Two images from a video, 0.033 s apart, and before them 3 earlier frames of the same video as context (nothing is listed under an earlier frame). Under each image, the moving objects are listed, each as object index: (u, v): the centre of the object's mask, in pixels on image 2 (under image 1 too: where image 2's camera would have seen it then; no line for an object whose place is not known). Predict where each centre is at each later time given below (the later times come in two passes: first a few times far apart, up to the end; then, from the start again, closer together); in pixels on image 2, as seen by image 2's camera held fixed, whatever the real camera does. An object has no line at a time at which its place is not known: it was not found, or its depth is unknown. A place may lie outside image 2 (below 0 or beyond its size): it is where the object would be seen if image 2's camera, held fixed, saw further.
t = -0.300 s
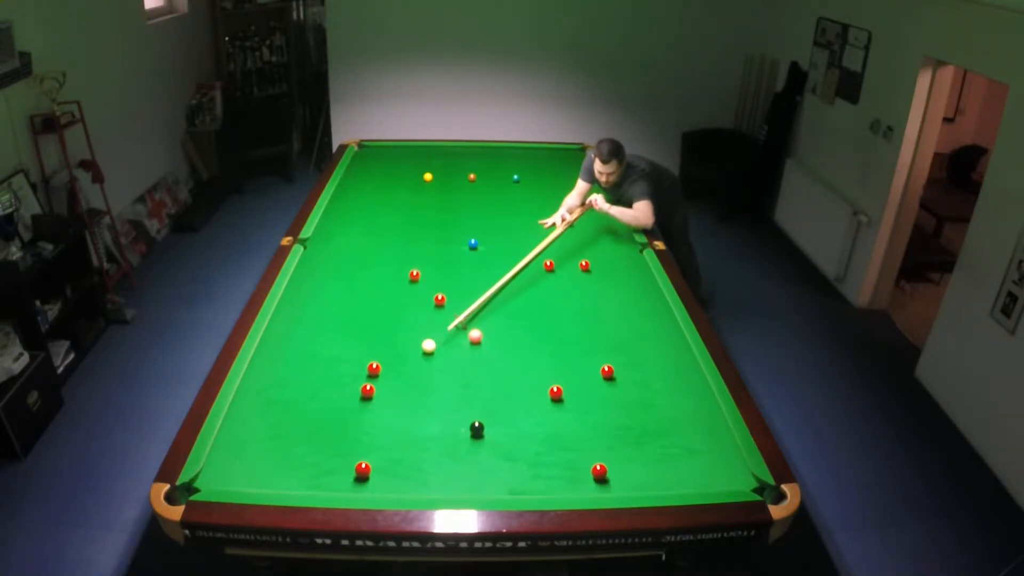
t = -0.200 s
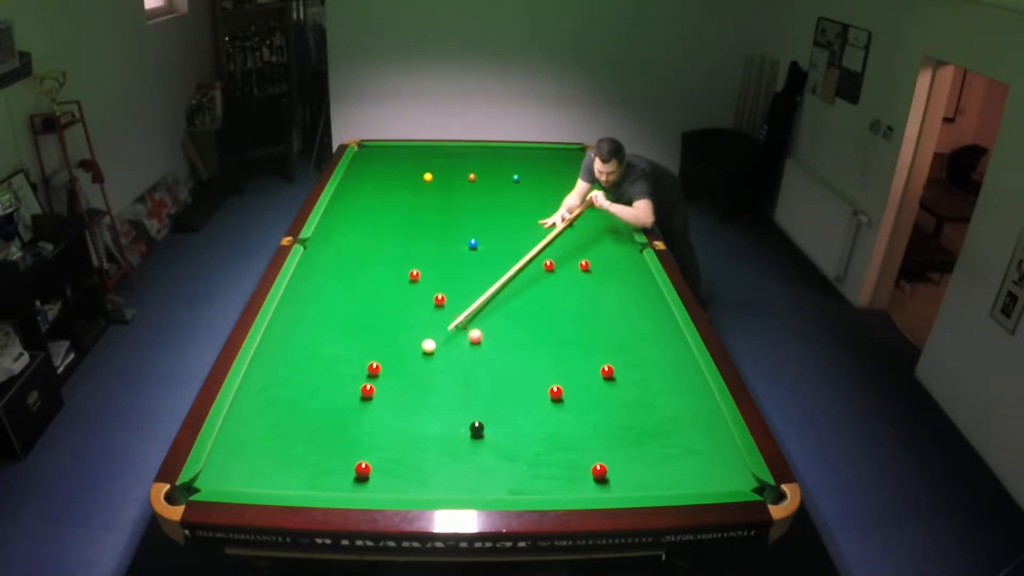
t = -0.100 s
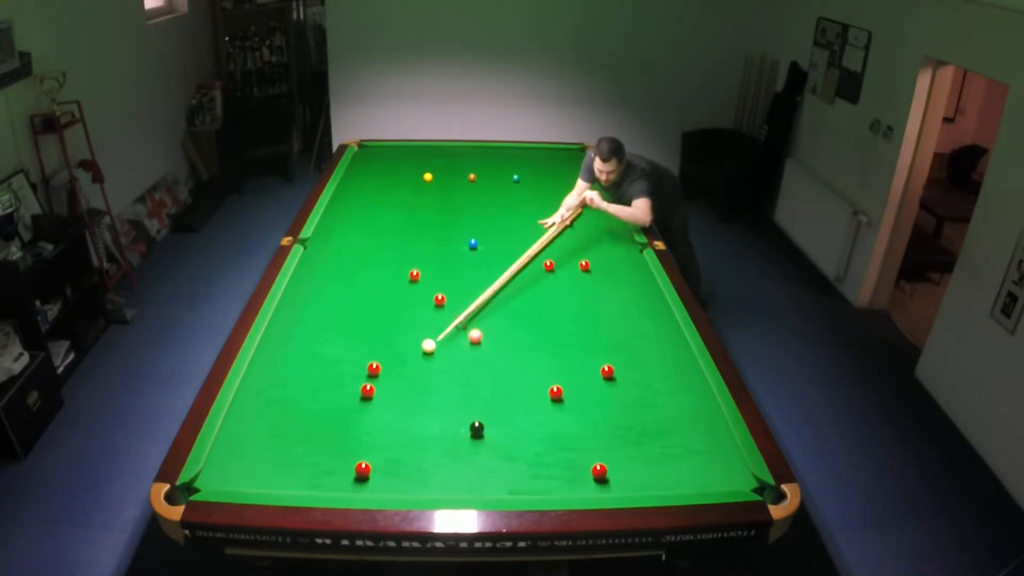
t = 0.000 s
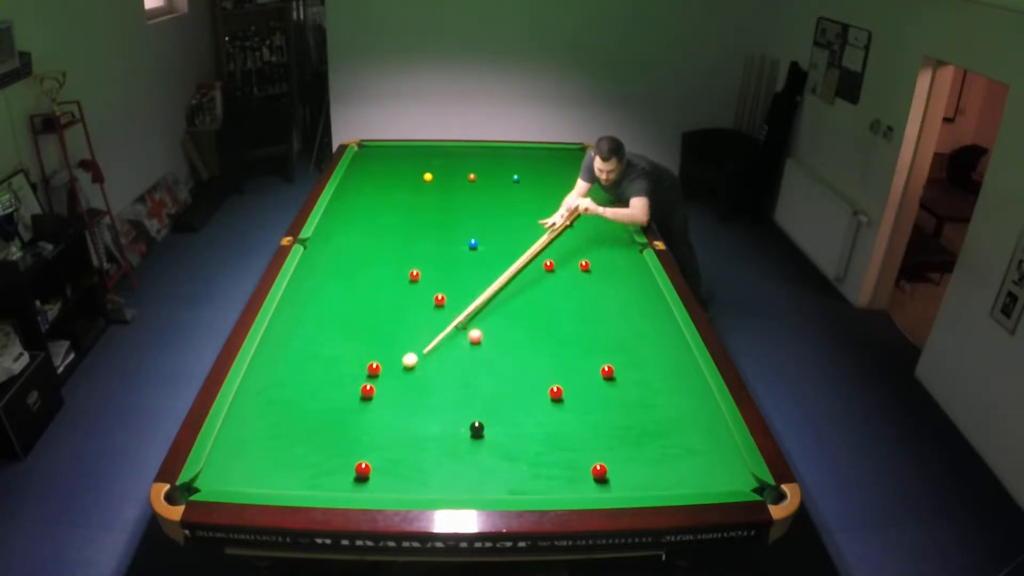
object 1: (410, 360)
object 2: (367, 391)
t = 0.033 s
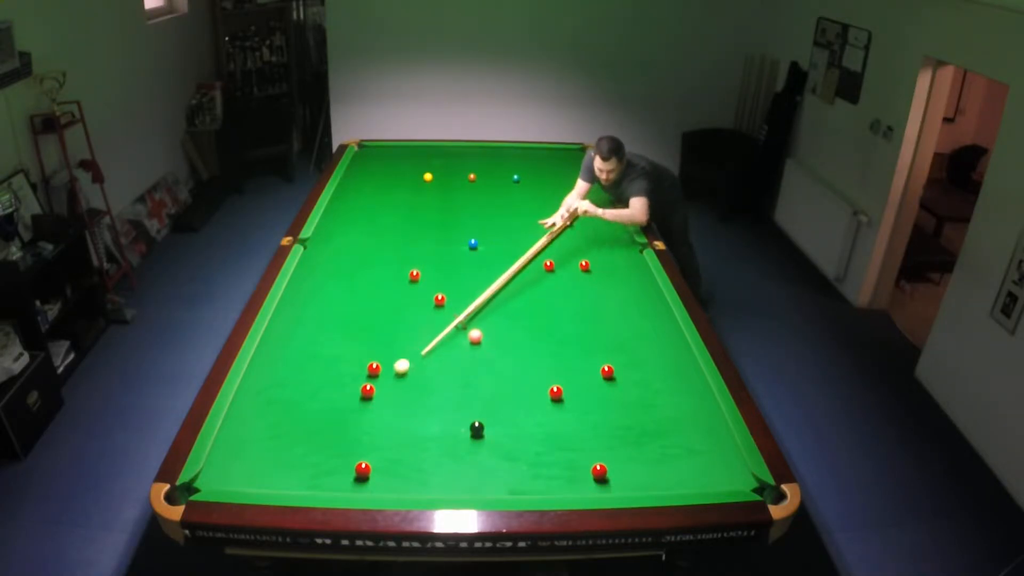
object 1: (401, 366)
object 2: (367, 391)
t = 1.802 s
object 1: (405, 409)
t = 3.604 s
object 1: (405, 410)
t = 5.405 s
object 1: (405, 410)
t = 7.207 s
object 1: (405, 411)
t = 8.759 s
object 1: (405, 411)
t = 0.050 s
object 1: (398, 369)
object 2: (368, 391)
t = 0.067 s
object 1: (394, 372)
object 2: (367, 391)
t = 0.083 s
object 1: (390, 375)
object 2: (367, 391)
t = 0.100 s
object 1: (386, 378)
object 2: (368, 391)
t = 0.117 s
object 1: (382, 381)
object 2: (367, 391)
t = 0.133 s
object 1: (380, 384)
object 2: (367, 391)
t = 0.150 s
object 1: (379, 384)
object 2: (363, 393)
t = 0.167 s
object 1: (379, 385)
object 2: (359, 395)
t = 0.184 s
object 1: (380, 385)
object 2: (355, 398)
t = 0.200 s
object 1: (380, 386)
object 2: (351, 399)
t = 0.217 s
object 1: (381, 386)
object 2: (348, 401)
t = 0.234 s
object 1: (381, 386)
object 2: (344, 404)
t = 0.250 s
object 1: (381, 387)
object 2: (340, 405)
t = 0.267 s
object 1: (382, 387)
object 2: (337, 407)
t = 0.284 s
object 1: (382, 388)
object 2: (334, 409)
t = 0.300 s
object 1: (382, 388)
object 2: (330, 411)
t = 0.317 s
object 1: (383, 388)
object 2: (327, 413)
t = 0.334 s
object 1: (383, 388)
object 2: (324, 415)
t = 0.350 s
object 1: (383, 389)
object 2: (321, 416)
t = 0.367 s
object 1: (384, 390)
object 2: (318, 418)
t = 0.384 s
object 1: (384, 390)
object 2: (315, 420)
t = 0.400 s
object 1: (384, 391)
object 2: (311, 422)
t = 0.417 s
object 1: (385, 391)
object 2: (308, 423)
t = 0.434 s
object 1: (385, 391)
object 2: (305, 425)
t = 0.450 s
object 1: (385, 392)
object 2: (301, 427)
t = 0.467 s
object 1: (386, 392)
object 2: (298, 428)
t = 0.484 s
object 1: (386, 392)
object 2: (295, 430)
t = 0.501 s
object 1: (386, 393)
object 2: (292, 432)
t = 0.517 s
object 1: (387, 393)
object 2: (289, 433)
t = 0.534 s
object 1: (387, 394)
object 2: (285, 435)
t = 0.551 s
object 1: (387, 394)
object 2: (282, 437)
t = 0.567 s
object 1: (388, 394)
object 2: (279, 439)
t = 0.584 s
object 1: (388, 395)
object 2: (275, 440)
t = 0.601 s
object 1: (388, 395)
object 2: (272, 443)
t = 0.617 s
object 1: (389, 395)
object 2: (269, 444)
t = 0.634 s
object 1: (389, 396)
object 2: (265, 446)
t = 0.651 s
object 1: (389, 396)
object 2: (262, 448)
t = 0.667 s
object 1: (390, 396)
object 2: (259, 450)
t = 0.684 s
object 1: (390, 397)
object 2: (255, 451)
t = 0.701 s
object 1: (390, 397)
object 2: (252, 453)
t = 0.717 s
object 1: (390, 397)
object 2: (249, 455)
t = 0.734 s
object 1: (391, 398)
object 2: (245, 456)
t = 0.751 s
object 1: (391, 398)
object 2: (242, 458)
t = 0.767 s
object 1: (392, 398)
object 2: (239, 460)
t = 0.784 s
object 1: (392, 399)
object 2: (235, 462)
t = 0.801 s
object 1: (392, 399)
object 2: (232, 464)
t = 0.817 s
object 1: (392, 399)
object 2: (228, 466)
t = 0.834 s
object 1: (393, 400)
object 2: (225, 467)
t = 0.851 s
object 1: (393, 400)
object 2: (222, 469)
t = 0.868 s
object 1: (393, 400)
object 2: (218, 471)
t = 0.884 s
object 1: (394, 400)
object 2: (215, 473)
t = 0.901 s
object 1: (394, 401)
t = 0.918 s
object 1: (394, 401)
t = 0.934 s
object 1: (394, 401)
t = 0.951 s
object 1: (395, 402)
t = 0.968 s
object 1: (395, 402)
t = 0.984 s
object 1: (395, 402)
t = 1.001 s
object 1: (395, 402)
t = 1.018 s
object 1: (396, 402)
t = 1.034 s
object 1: (396, 403)
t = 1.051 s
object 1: (396, 403)
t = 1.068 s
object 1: (397, 403)
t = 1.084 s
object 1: (397, 403)
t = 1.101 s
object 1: (397, 404)
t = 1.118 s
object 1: (397, 404)
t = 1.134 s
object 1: (397, 404)
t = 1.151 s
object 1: (398, 404)
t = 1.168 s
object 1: (398, 405)
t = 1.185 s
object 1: (398, 405)
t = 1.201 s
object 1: (399, 405)
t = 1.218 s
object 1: (399, 405)
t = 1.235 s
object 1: (399, 405)
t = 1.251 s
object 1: (399, 406)
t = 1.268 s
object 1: (400, 406)
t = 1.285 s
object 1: (400, 406)
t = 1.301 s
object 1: (400, 406)
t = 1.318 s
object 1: (400, 406)
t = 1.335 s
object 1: (400, 406)
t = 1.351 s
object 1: (401, 406)
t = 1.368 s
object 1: (401, 407)
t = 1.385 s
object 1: (401, 407)
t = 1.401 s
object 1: (401, 407)
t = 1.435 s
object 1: (402, 407)
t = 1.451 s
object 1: (402, 407)
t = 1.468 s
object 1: (402, 407)
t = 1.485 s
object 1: (402, 407)
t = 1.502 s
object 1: (402, 408)
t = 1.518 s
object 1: (402, 408)
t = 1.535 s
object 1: (403, 408)
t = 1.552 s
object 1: (403, 408)
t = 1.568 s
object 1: (403, 408)
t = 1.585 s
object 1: (403, 408)
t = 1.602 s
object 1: (403, 409)
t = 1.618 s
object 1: (403, 409)
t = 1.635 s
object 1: (404, 409)
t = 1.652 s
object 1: (404, 409)
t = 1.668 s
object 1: (404, 409)
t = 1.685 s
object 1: (404, 409)
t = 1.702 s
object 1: (404, 409)
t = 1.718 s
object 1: (404, 409)
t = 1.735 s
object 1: (404, 409)
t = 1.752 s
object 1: (404, 409)
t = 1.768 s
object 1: (404, 409)
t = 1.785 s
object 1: (404, 409)
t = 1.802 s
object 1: (405, 409)
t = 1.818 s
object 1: (405, 410)
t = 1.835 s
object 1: (405, 410)
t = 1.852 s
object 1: (405, 410)
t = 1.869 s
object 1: (405, 410)
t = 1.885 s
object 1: (405, 410)
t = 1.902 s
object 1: (405, 410)
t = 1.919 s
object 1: (405, 410)
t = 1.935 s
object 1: (405, 410)
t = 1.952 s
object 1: (405, 410)
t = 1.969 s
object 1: (405, 410)
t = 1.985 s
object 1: (405, 410)
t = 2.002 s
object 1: (405, 410)
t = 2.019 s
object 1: (405, 410)
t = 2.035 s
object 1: (405, 410)
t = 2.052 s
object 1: (405, 410)
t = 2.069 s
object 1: (405, 410)
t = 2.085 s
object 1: (405, 410)
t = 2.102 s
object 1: (405, 410)
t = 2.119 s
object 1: (405, 410)
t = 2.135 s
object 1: (405, 410)
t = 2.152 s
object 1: (405, 410)
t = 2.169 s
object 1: (405, 410)
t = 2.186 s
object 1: (405, 410)
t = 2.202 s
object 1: (405, 410)
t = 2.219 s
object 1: (405, 410)
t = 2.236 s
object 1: (405, 410)
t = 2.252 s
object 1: (405, 410)
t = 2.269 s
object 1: (405, 410)
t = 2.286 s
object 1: (405, 410)
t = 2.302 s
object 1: (405, 410)
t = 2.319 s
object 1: (405, 410)
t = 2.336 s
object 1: (405, 410)
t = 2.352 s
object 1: (405, 410)
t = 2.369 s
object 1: (405, 410)
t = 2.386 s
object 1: (405, 410)
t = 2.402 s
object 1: (405, 410)
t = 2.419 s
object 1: (405, 410)
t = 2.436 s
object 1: (405, 410)
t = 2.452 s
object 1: (405, 410)
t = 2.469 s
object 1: (405, 410)
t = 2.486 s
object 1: (405, 410)
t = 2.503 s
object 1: (405, 410)
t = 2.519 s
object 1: (405, 410)
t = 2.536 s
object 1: (405, 410)
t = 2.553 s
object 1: (405, 410)
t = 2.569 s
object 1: (405, 410)
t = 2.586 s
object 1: (405, 410)
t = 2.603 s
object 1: (405, 410)
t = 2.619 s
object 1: (405, 410)
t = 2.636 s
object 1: (405, 410)
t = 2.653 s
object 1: (405, 410)
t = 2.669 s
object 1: (405, 410)
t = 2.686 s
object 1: (405, 410)
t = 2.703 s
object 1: (405, 410)
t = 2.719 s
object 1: (405, 410)
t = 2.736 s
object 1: (405, 410)
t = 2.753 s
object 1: (405, 410)
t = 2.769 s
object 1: (405, 410)
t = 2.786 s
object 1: (405, 410)
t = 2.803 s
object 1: (405, 410)
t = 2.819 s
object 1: (405, 410)
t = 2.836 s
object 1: (405, 410)
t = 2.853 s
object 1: (405, 410)
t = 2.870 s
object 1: (405, 410)
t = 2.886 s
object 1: (405, 410)
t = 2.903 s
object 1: (405, 410)
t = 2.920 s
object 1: (405, 410)
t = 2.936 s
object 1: (405, 410)
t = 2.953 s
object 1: (405, 410)
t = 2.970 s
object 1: (405, 410)
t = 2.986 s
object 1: (405, 410)
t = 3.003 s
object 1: (405, 410)
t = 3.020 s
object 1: (405, 410)
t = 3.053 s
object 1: (405, 410)
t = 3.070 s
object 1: (405, 410)
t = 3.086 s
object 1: (405, 410)
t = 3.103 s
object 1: (405, 410)
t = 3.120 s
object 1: (405, 410)
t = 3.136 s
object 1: (405, 410)
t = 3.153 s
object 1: (405, 410)
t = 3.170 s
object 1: (405, 410)
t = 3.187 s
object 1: (405, 410)
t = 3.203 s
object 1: (405, 410)
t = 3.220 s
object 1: (405, 410)
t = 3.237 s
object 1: (405, 410)
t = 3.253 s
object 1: (405, 410)
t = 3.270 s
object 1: (405, 410)
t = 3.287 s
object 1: (405, 410)
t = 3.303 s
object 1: (405, 410)
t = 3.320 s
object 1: (405, 410)
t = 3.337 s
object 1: (405, 410)
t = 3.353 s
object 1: (405, 410)
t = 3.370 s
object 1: (405, 410)
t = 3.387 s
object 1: (405, 410)
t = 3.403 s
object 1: (405, 410)
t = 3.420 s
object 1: (405, 410)
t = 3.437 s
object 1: (405, 410)
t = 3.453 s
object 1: (405, 410)
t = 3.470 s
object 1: (405, 410)
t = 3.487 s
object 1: (405, 410)
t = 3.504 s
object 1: (405, 410)
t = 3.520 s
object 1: (405, 410)
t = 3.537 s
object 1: (405, 410)
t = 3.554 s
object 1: (405, 410)
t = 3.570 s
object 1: (405, 410)
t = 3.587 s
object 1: (405, 410)
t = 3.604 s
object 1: (405, 410)
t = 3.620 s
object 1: (405, 410)
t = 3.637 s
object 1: (405, 410)
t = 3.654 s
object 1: (405, 410)
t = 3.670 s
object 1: (405, 410)
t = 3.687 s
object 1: (405, 410)
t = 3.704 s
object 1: (405, 410)
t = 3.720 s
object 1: (405, 410)
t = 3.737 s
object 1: (405, 410)
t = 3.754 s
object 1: (405, 410)
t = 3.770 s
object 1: (405, 410)
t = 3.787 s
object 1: (405, 410)
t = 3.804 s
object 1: (405, 410)
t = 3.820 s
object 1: (405, 410)
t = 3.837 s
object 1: (405, 410)
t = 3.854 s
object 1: (405, 410)
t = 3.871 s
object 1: (405, 410)
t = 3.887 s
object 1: (405, 410)
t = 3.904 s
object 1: (405, 410)
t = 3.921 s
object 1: (405, 410)
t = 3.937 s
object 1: (405, 410)
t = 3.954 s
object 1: (405, 410)
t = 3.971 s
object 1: (405, 410)
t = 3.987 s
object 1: (405, 410)
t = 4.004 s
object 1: (405, 410)
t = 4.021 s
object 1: (405, 410)
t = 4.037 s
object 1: (405, 410)
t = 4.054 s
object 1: (405, 410)
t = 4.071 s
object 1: (405, 410)
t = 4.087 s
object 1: (405, 410)
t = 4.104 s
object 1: (405, 410)
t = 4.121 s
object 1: (405, 410)
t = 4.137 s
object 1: (405, 410)
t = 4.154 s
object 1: (405, 410)
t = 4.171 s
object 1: (405, 410)
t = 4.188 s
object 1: (405, 410)
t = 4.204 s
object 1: (405, 410)
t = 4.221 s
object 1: (405, 410)
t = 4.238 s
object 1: (405, 410)
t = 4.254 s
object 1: (405, 410)
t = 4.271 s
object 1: (405, 410)
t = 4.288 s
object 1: (405, 410)
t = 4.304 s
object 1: (405, 410)
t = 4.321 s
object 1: (405, 410)
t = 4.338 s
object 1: (405, 410)
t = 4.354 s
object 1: (405, 410)
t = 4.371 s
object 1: (405, 410)
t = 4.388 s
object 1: (405, 410)
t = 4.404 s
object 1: (405, 410)
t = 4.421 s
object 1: (405, 410)
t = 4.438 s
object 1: (405, 410)
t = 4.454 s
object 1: (405, 410)
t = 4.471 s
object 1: (405, 410)
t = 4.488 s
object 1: (405, 410)
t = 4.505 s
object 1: (405, 410)
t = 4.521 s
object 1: (405, 410)
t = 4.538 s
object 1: (405, 410)
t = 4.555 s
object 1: (405, 410)
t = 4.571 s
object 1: (405, 410)
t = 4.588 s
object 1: (405, 410)
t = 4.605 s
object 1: (405, 410)
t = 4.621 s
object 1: (405, 410)
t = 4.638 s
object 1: (405, 410)
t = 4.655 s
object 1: (405, 410)
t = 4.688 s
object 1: (405, 410)
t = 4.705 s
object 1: (405, 410)
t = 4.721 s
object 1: (405, 410)
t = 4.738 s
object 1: (405, 410)
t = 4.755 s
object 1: (405, 410)
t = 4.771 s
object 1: (405, 410)
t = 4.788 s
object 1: (405, 410)
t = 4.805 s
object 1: (405, 410)
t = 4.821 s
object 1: (405, 410)
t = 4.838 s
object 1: (405, 410)
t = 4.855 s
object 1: (405, 410)
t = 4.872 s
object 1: (405, 410)
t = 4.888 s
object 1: (405, 410)
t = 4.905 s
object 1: (405, 410)
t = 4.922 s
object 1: (405, 410)
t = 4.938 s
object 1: (405, 410)
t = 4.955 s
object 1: (405, 410)
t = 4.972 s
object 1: (405, 410)
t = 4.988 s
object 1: (405, 410)
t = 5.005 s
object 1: (405, 410)
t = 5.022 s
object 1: (405, 410)
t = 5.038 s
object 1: (405, 410)
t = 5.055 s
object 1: (405, 410)
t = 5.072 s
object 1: (405, 410)
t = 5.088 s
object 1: (405, 410)
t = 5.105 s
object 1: (405, 410)
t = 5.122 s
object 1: (405, 410)
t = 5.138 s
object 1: (405, 410)
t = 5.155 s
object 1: (405, 410)
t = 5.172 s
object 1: (405, 410)
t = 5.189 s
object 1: (405, 410)
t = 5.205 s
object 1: (405, 410)
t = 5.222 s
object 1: (405, 410)
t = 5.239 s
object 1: (405, 410)
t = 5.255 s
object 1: (405, 410)
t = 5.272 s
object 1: (405, 410)
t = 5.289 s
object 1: (405, 410)
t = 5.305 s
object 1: (405, 410)
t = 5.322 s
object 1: (405, 410)
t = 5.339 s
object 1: (405, 410)
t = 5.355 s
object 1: (405, 410)
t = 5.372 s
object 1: (405, 410)
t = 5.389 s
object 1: (405, 410)
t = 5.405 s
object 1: (405, 410)
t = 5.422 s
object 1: (405, 410)
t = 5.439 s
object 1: (405, 410)
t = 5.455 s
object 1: (405, 411)
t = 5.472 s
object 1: (405, 411)
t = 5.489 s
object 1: (405, 411)
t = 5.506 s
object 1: (405, 411)
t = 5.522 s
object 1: (405, 411)
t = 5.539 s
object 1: (405, 411)
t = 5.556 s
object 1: (405, 411)
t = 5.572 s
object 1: (405, 411)
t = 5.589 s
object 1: (405, 411)
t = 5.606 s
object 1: (405, 411)
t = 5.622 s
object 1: (405, 411)
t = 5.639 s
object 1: (405, 410)
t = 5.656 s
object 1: (405, 411)
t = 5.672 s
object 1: (405, 411)
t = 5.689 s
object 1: (405, 411)
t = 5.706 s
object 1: (405, 410)
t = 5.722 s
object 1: (405, 411)
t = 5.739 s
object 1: (405, 410)
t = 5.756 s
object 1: (405, 411)
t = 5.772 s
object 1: (405, 411)
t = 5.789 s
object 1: (405, 410)
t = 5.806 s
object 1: (405, 410)
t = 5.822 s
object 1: (405, 411)
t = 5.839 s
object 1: (405, 411)
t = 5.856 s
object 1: (405, 411)
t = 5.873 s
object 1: (405, 411)
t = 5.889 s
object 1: (405, 411)
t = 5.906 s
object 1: (405, 411)
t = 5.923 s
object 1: (405, 411)
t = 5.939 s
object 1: (405, 411)
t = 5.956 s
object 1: (405, 411)
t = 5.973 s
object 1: (405, 411)
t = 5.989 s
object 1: (405, 411)
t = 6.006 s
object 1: (405, 411)
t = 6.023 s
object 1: (405, 411)
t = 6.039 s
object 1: (405, 411)
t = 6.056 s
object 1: (405, 410)
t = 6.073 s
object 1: (405, 411)
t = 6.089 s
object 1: (405, 411)
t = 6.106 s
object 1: (405, 410)
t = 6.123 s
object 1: (405, 410)
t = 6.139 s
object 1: (405, 411)
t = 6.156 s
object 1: (405, 411)
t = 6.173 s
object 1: (405, 410)
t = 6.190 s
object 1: (405, 411)
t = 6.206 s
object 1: (405, 410)
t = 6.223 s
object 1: (405, 411)
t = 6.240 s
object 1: (405, 411)
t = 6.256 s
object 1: (405, 411)
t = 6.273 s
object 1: (405, 411)
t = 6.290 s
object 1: (405, 411)
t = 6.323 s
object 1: (405, 411)
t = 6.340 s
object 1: (405, 411)
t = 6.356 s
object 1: (405, 411)
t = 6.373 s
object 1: (405, 411)
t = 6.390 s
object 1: (405, 411)
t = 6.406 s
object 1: (405, 411)
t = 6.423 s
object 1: (405, 411)
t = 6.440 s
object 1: (405, 411)
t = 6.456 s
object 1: (405, 411)
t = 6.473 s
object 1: (405, 410)
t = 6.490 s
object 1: (405, 411)
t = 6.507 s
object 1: (405, 410)
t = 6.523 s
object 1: (405, 411)
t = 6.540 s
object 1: (405, 411)
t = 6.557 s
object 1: (405, 411)
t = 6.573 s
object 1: (405, 410)
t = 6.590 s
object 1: (405, 411)
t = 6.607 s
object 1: (405, 411)
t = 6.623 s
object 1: (405, 411)
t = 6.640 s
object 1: (405, 411)
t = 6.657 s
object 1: (405, 411)
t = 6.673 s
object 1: (405, 411)
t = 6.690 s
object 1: (405, 411)
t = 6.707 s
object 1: (405, 411)
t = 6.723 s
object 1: (405, 411)
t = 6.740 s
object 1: (405, 411)
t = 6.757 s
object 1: (405, 411)
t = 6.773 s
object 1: (405, 410)
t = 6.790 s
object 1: (405, 411)
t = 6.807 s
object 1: (405, 411)
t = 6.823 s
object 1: (405, 410)
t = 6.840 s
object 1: (405, 411)
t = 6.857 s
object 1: (405, 411)
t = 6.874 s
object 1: (405, 411)
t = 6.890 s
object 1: (405, 411)
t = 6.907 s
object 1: (405, 411)
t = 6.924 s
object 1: (405, 411)
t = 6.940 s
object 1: (405, 411)
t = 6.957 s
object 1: (405, 411)
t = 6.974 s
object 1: (405, 410)
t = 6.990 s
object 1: (405, 411)
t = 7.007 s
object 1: (405, 411)
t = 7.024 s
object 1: (405, 410)
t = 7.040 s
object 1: (405, 411)
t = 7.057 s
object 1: (405, 411)
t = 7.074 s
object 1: (405, 411)
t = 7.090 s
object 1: (405, 411)
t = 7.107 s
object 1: (405, 411)
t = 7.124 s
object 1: (405, 411)
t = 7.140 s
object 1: (405, 410)
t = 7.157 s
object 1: (405, 411)
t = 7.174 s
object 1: (405, 411)
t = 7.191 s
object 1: (405, 410)
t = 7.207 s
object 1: (405, 411)
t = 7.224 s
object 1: (405, 411)
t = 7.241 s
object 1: (405, 411)
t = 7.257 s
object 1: (405, 411)
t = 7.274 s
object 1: (405, 411)
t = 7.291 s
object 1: (405, 411)
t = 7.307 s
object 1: (405, 411)
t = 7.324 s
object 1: (405, 410)
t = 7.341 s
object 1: (405, 411)
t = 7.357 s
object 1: (405, 410)
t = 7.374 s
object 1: (405, 411)
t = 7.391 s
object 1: (405, 411)
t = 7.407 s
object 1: (405, 411)
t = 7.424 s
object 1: (405, 411)
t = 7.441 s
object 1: (405, 411)
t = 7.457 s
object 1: (405, 411)
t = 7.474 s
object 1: (405, 411)
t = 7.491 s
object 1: (405, 411)
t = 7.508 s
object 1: (405, 411)
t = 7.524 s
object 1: (405, 411)
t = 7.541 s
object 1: (405, 411)
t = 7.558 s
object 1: (405, 411)
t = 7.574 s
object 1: (405, 410)
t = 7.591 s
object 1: (405, 411)
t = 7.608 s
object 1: (405, 410)
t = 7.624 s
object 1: (405, 411)
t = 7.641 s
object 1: (405, 410)
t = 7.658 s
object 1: (405, 411)
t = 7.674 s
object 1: (405, 411)
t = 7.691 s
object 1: (405, 410)
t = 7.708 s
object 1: (405, 411)
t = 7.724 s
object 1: (405, 411)
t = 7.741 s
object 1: (405, 411)
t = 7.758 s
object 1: (405, 411)
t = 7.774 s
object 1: (405, 411)
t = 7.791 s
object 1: (405, 411)
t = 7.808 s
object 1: (405, 411)
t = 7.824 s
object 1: (405, 411)
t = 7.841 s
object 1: (405, 410)
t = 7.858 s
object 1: (405, 410)
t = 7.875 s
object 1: (405, 411)
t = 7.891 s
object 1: (405, 411)
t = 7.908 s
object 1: (405, 410)
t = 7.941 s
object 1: (405, 411)
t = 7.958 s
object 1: (405, 411)
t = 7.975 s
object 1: (405, 411)
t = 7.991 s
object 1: (405, 411)
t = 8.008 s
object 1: (405, 411)
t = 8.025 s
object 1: (405, 411)
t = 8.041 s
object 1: (405, 411)
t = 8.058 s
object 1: (405, 410)
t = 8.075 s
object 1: (405, 411)
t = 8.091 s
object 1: (405, 411)
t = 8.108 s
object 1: (405, 411)
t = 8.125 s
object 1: (405, 411)
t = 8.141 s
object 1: (405, 410)
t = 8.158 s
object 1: (405, 411)
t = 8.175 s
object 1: (405, 411)
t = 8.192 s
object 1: (405, 411)
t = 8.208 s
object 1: (405, 411)
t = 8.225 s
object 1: (405, 411)
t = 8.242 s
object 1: (405, 410)
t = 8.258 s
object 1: (405, 411)
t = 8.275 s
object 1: (405, 411)
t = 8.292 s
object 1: (405, 410)
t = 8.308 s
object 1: (405, 411)
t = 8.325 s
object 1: (405, 411)
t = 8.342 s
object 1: (405, 410)
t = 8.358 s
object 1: (405, 411)
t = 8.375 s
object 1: (405, 411)
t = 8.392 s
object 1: (405, 410)
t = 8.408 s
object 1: (405, 411)
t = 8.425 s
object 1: (405, 411)
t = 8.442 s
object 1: (405, 410)
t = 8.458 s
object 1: (405, 411)
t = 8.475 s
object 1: (405, 411)
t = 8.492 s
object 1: (405, 410)
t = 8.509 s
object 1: (405, 411)
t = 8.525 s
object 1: (405, 411)
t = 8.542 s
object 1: (405, 410)
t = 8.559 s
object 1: (405, 411)
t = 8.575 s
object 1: (405, 411)
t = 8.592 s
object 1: (405, 410)
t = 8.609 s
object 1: (405, 411)
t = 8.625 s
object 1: (405, 410)
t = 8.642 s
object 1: (405, 411)
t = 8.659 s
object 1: (405, 410)
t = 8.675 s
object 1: (405, 411)
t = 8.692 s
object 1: (405, 411)
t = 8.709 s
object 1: (405, 411)
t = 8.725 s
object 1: (405, 411)
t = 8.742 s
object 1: (405, 411)
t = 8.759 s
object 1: (405, 411)
